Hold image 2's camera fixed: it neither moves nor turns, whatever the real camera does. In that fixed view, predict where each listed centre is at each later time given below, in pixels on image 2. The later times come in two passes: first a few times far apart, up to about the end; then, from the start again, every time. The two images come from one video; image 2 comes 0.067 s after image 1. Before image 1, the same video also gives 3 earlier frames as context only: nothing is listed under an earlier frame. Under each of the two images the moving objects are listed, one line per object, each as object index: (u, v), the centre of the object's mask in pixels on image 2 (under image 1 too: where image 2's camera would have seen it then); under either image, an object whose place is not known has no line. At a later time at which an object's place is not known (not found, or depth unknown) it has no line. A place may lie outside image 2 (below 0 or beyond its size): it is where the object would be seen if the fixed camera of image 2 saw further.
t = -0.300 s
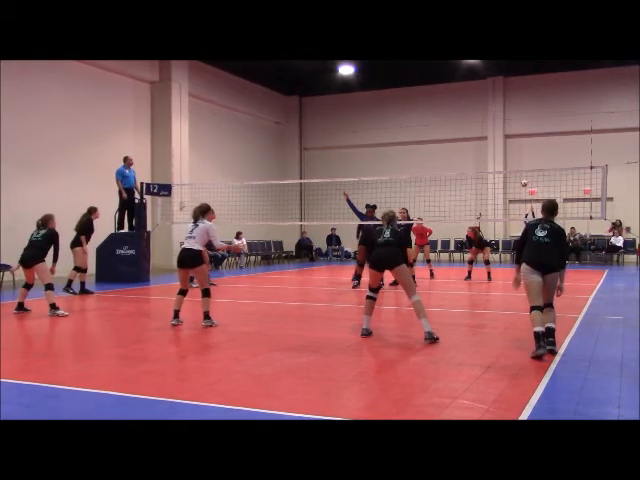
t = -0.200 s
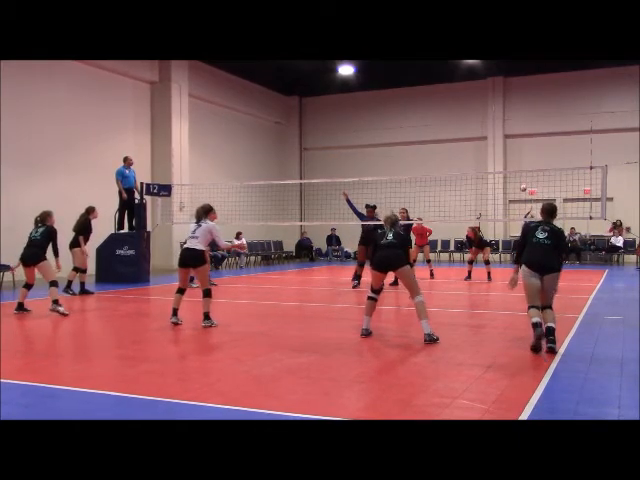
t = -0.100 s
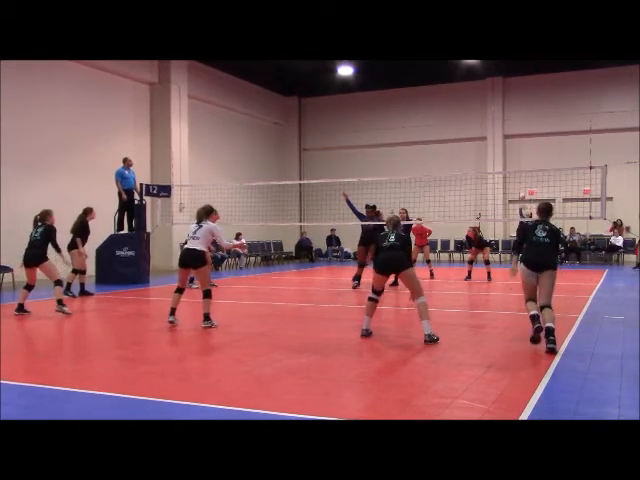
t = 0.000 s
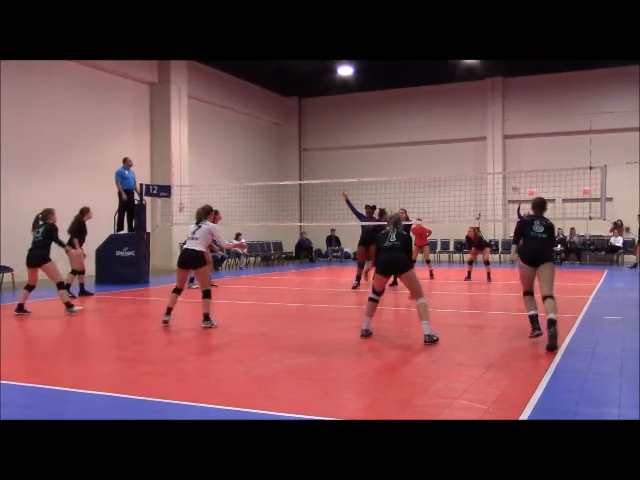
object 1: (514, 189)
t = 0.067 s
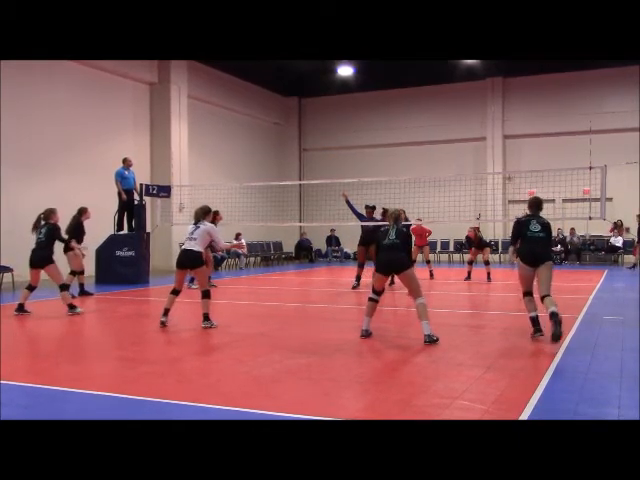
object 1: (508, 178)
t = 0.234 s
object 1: (490, 152)
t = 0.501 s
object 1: (447, 123)
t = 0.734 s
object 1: (392, 118)
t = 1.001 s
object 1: (293, 150)
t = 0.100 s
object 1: (504, 169)
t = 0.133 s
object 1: (501, 166)
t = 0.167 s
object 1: (498, 162)
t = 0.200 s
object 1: (494, 156)
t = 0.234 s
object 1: (490, 152)
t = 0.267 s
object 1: (485, 146)
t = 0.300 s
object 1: (481, 141)
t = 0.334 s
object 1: (476, 137)
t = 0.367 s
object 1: (471, 134)
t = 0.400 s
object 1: (465, 132)
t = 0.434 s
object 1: (459, 128)
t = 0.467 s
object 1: (453, 125)
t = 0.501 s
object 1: (447, 123)
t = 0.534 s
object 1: (440, 120)
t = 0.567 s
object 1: (434, 119)
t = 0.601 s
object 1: (427, 118)
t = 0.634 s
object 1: (419, 117)
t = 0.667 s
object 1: (409, 117)
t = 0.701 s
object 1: (401, 117)
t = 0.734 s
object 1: (392, 118)
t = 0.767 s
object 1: (383, 118)
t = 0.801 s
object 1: (372, 120)
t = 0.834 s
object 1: (361, 122)
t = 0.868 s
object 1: (348, 127)
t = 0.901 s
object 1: (337, 132)
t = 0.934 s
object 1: (323, 137)
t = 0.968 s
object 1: (310, 143)
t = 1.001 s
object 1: (293, 150)
